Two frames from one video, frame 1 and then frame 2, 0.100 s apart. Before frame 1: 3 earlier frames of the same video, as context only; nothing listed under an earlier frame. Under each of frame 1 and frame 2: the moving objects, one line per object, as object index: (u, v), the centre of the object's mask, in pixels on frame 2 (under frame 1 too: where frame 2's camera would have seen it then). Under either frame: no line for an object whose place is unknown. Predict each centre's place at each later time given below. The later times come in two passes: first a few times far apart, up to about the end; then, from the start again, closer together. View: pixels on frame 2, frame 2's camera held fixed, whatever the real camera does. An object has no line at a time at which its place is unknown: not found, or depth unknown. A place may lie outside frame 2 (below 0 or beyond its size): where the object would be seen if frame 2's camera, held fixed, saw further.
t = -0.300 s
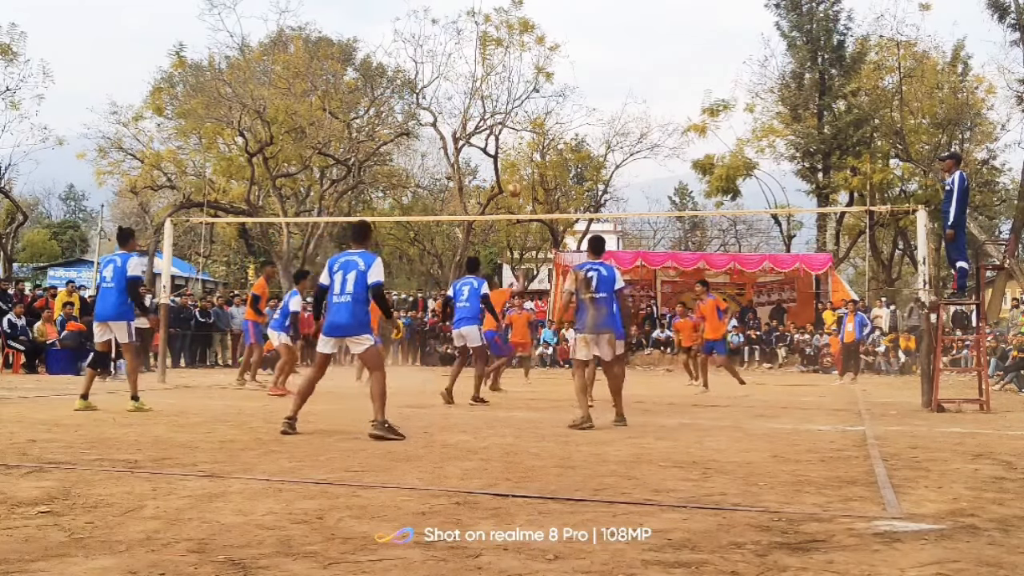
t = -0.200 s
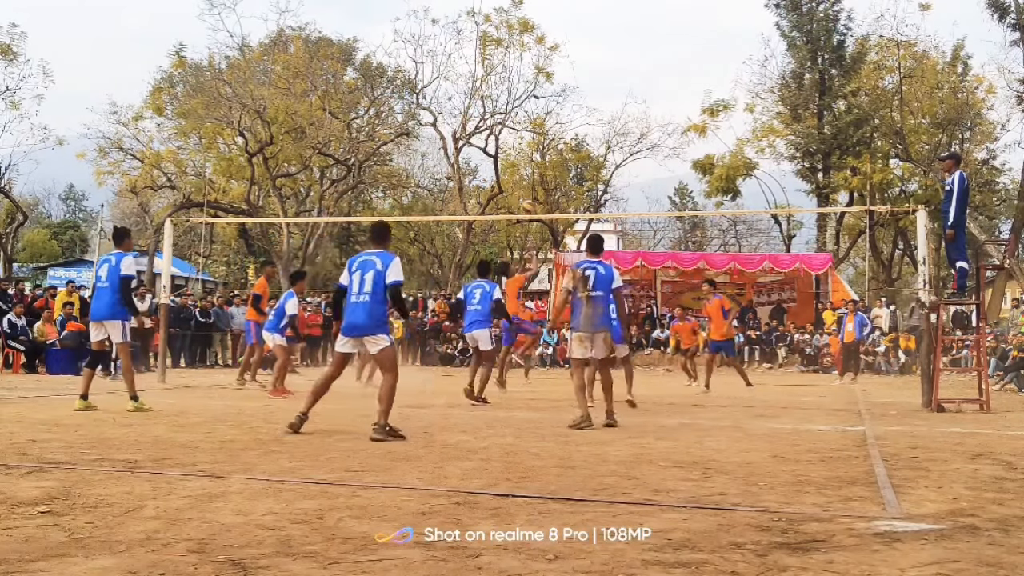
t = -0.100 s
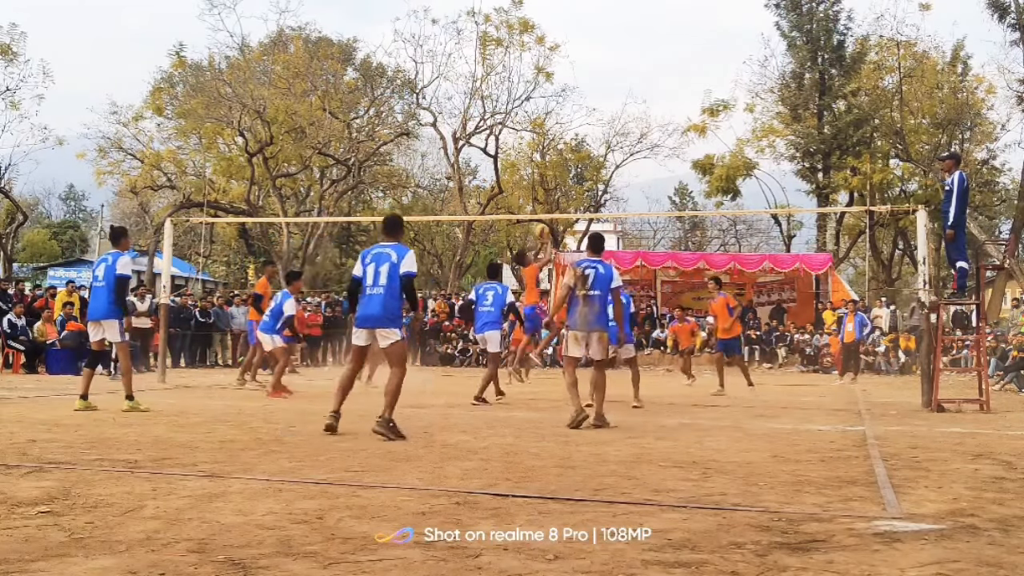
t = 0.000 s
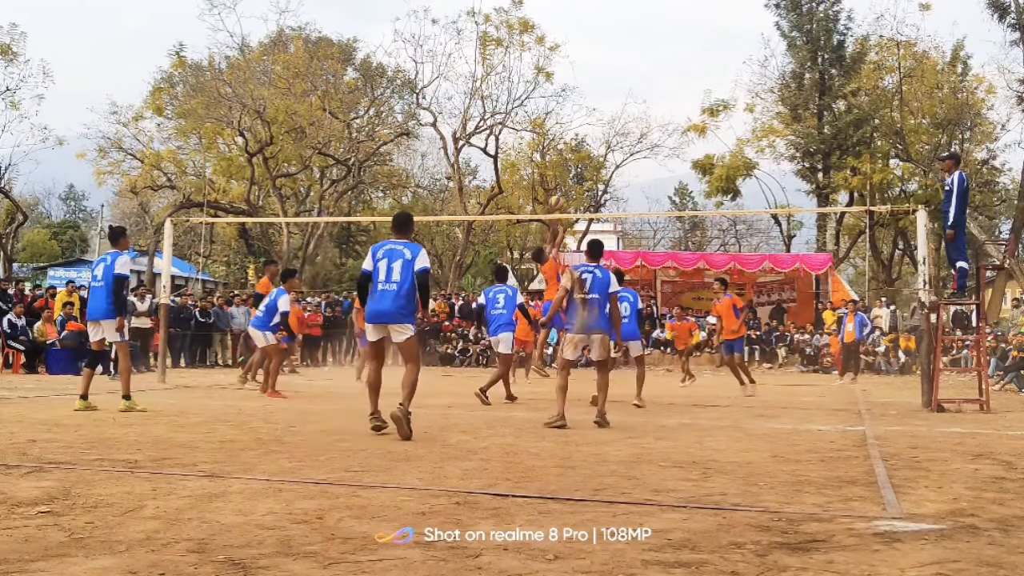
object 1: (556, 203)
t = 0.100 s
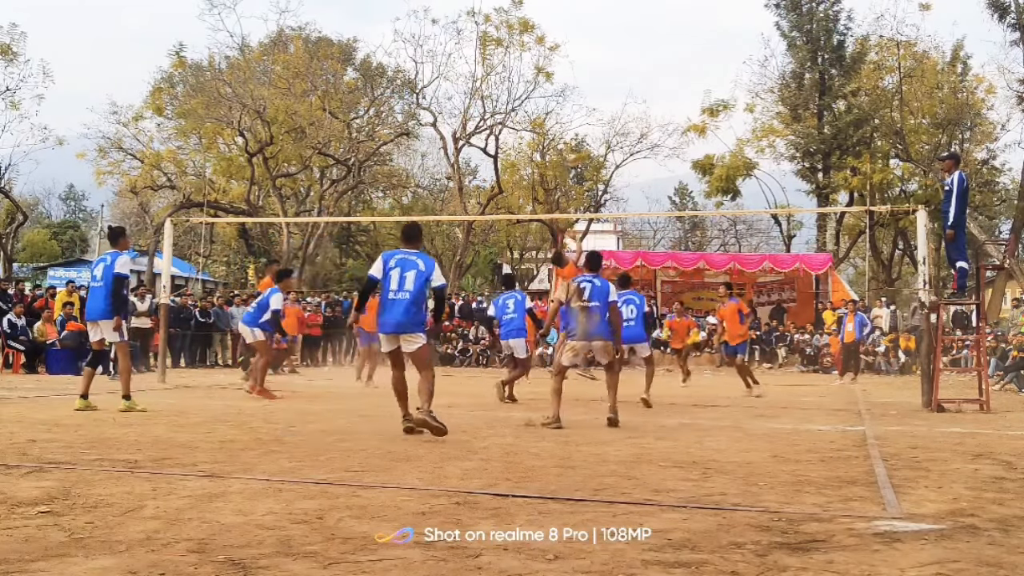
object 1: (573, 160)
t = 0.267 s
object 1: (601, 109)
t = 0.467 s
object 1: (634, 72)
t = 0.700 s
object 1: (673, 63)
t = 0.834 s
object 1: (695, 75)
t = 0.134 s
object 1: (580, 150)
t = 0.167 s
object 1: (584, 139)
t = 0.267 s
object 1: (601, 109)
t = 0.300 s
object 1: (607, 101)
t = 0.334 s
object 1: (612, 94)
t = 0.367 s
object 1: (618, 87)
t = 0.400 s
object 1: (623, 81)
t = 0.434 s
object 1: (629, 76)
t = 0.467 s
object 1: (634, 72)
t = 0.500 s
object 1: (640, 69)
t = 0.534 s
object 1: (645, 66)
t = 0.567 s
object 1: (651, 63)
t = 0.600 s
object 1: (657, 62)
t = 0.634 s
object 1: (662, 62)
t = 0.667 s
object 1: (667, 62)
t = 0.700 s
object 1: (673, 63)
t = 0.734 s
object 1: (679, 65)
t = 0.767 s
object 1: (684, 67)
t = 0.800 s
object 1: (690, 71)
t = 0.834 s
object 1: (695, 75)
